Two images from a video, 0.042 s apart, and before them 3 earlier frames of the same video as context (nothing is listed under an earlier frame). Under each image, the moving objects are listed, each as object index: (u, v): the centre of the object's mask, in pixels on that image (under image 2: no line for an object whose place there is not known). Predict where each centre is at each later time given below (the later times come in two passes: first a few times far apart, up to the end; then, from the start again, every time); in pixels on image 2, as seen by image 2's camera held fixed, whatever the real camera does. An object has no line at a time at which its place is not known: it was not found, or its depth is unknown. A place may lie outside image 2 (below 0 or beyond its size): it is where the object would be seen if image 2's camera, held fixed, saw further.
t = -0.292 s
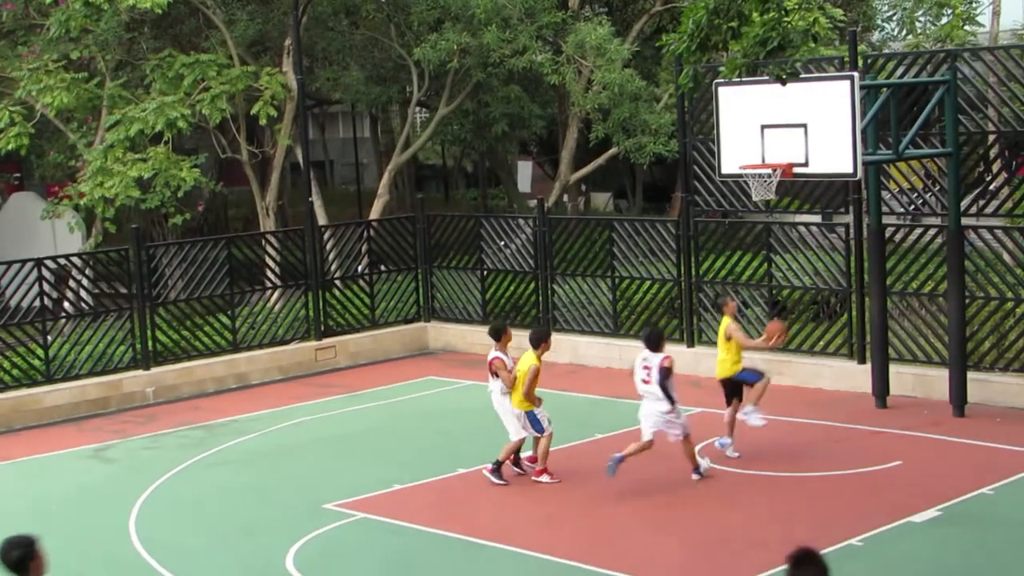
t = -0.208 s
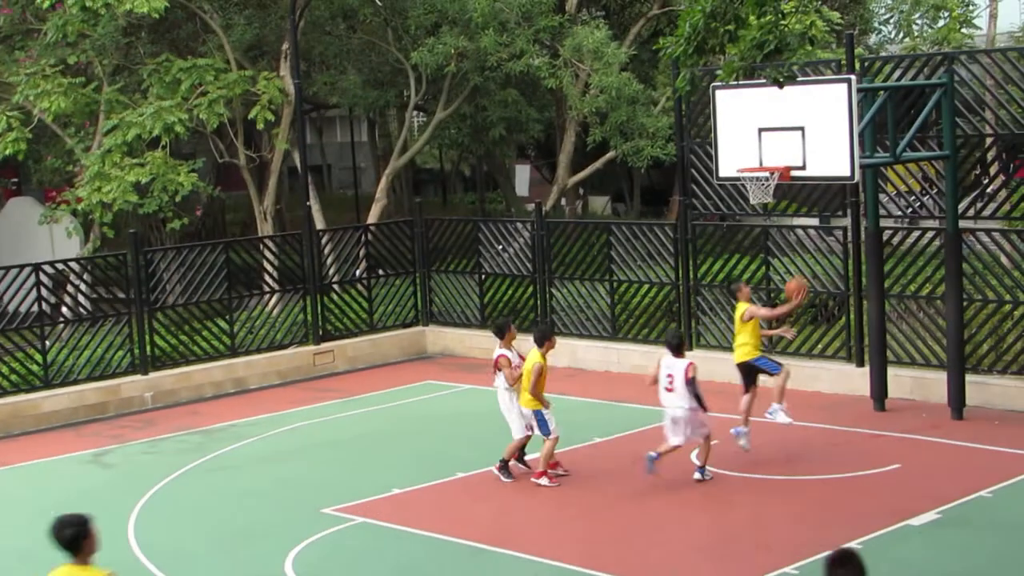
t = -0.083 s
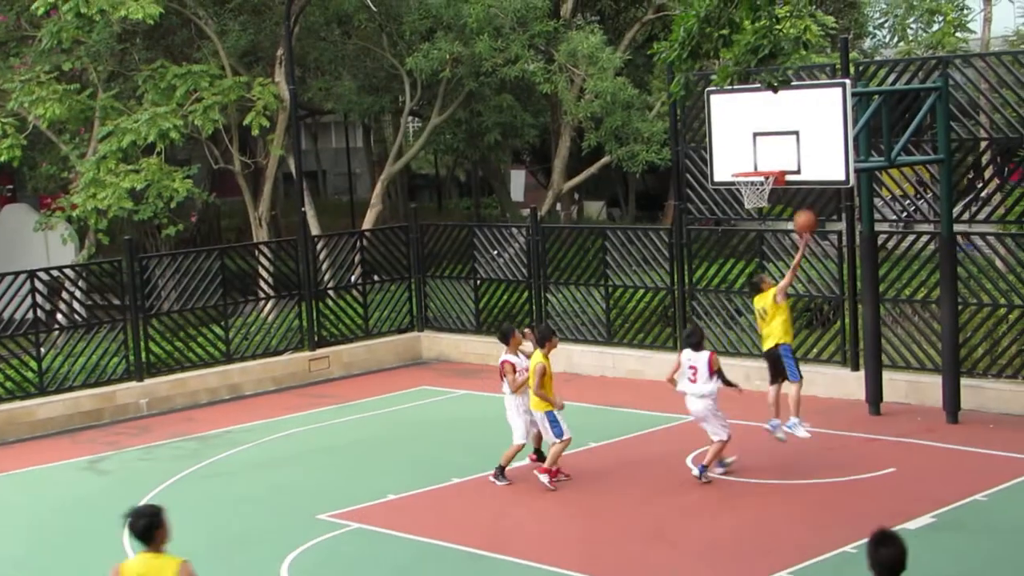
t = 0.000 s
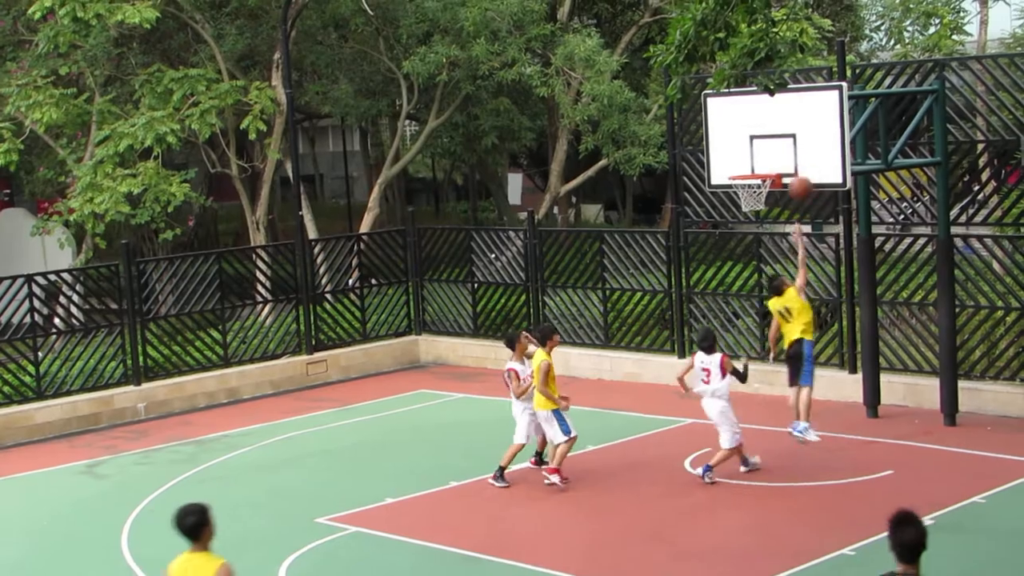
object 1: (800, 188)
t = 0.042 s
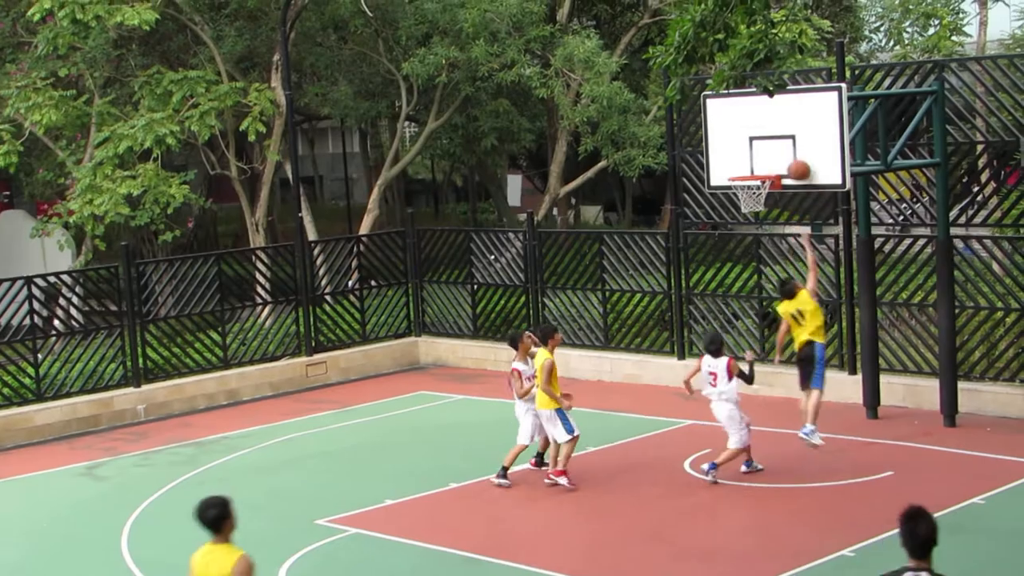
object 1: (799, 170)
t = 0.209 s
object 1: (776, 146)
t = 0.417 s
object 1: (744, 159)
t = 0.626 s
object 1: (740, 163)
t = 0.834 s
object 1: (752, 171)
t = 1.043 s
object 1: (759, 199)
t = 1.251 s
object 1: (746, 220)
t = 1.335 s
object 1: (742, 239)
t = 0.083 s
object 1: (796, 158)
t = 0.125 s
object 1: (789, 152)
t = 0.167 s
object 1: (782, 148)
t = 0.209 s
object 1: (776, 146)
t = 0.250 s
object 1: (769, 145)
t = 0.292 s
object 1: (762, 146)
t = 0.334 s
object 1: (756, 148)
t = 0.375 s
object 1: (750, 153)
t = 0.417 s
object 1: (744, 159)
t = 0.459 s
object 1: (738, 166)
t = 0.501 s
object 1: (739, 165)
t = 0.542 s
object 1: (739, 162)
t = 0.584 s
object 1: (740, 162)
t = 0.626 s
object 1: (740, 163)
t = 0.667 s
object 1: (741, 165)
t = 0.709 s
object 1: (743, 167)
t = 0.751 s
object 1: (745, 168)
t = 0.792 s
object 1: (749, 169)
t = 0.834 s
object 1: (752, 171)
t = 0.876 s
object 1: (754, 180)
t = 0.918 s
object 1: (758, 188)
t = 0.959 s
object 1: (761, 193)
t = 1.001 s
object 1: (761, 196)
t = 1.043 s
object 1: (759, 199)
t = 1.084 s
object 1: (755, 201)
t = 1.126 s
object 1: (753, 204)
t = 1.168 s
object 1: (750, 208)
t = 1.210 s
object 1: (748, 214)
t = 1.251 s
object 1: (746, 220)
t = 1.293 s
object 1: (744, 229)
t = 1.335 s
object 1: (742, 239)
